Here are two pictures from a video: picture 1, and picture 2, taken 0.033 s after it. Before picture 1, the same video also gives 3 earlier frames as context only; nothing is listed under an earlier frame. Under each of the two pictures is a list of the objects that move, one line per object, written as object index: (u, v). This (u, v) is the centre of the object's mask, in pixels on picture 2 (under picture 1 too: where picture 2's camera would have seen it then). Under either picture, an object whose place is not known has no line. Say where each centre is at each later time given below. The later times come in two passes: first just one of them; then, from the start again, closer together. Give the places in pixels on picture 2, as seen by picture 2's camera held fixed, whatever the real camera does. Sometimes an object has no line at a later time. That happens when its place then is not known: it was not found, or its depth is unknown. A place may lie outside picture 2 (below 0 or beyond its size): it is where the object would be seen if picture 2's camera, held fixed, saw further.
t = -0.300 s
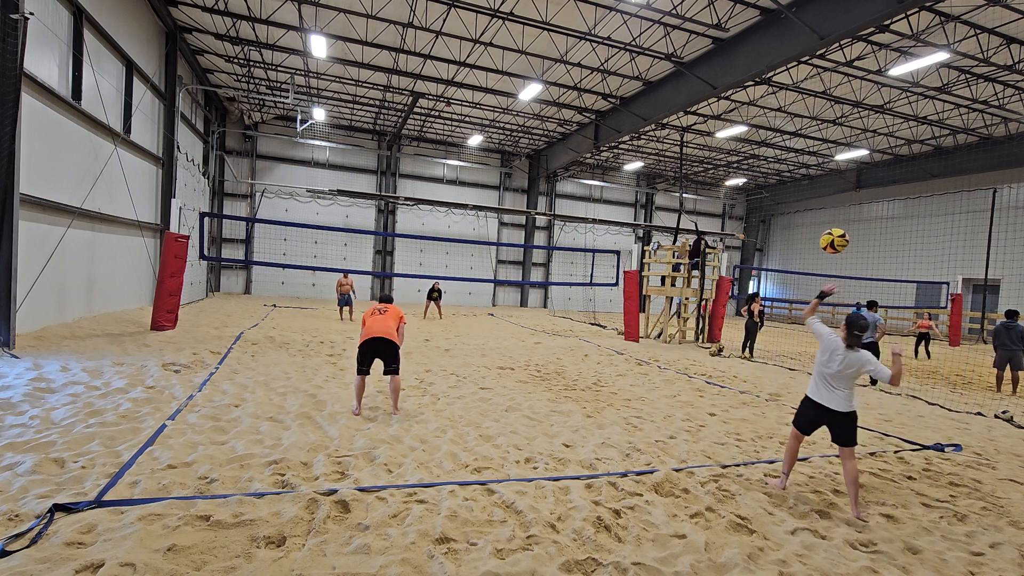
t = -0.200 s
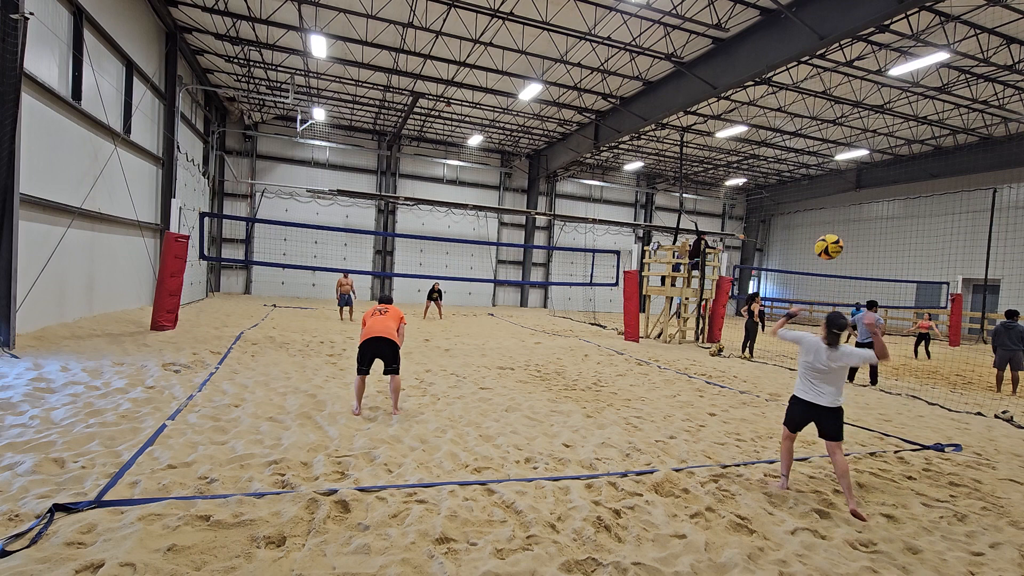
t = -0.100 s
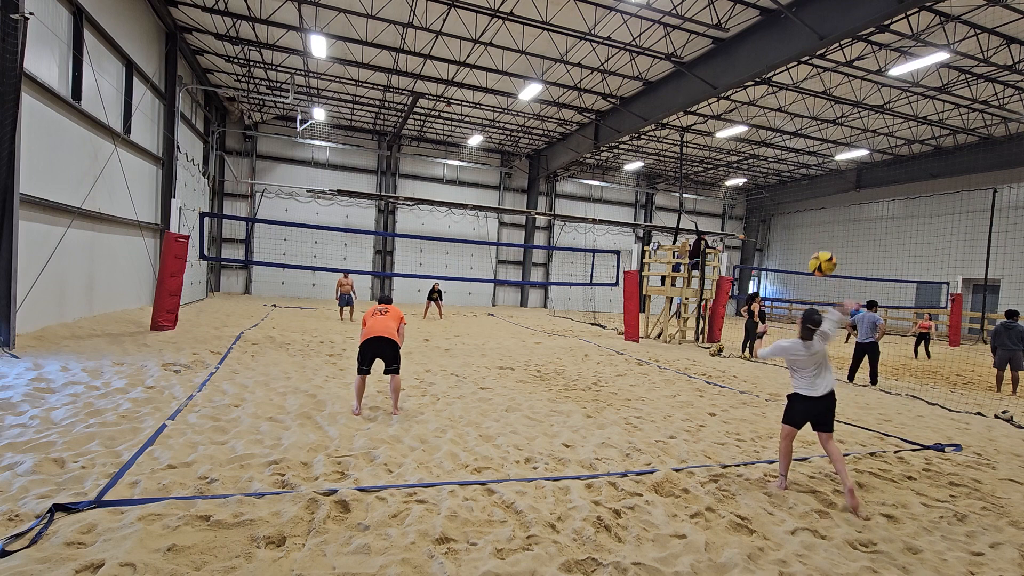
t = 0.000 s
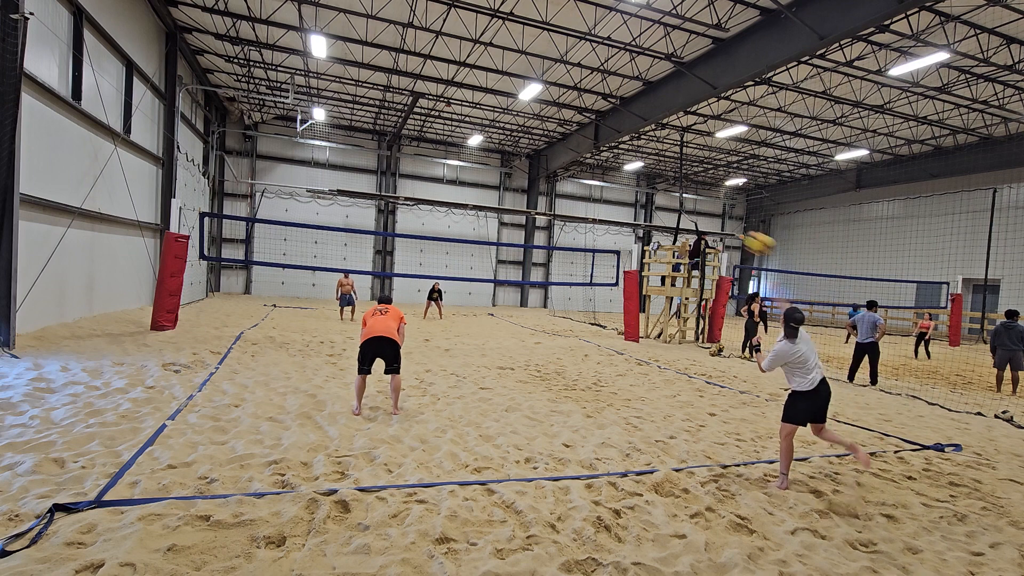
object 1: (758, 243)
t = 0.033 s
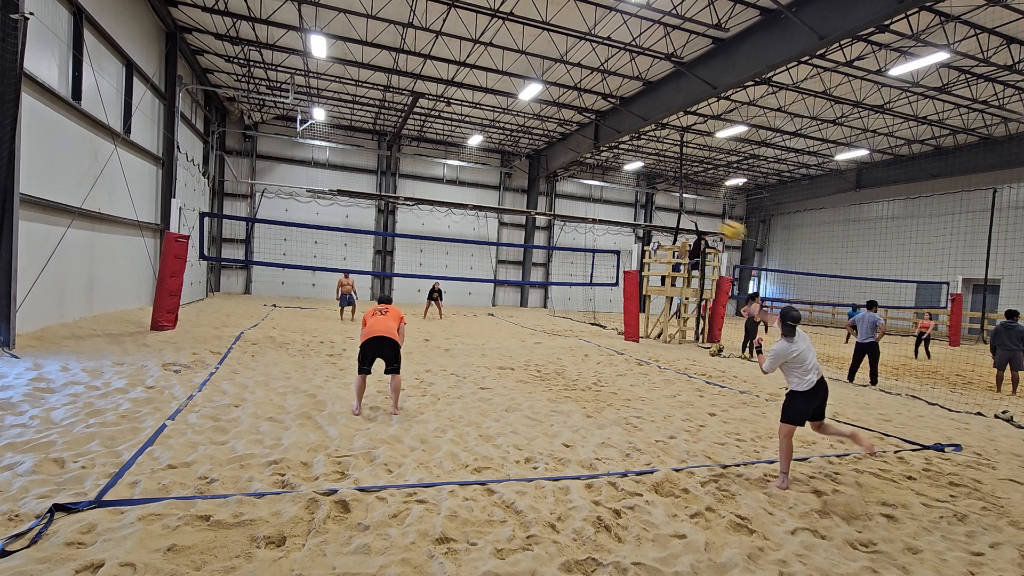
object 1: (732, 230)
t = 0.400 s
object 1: (574, 189)
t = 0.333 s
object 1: (592, 189)
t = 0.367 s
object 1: (583, 189)
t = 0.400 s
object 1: (574, 189)
